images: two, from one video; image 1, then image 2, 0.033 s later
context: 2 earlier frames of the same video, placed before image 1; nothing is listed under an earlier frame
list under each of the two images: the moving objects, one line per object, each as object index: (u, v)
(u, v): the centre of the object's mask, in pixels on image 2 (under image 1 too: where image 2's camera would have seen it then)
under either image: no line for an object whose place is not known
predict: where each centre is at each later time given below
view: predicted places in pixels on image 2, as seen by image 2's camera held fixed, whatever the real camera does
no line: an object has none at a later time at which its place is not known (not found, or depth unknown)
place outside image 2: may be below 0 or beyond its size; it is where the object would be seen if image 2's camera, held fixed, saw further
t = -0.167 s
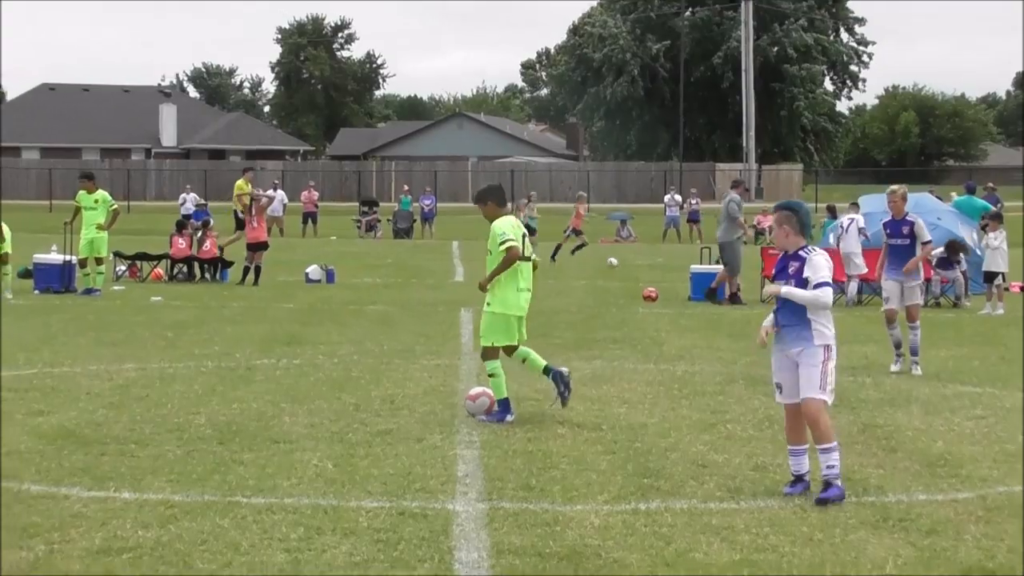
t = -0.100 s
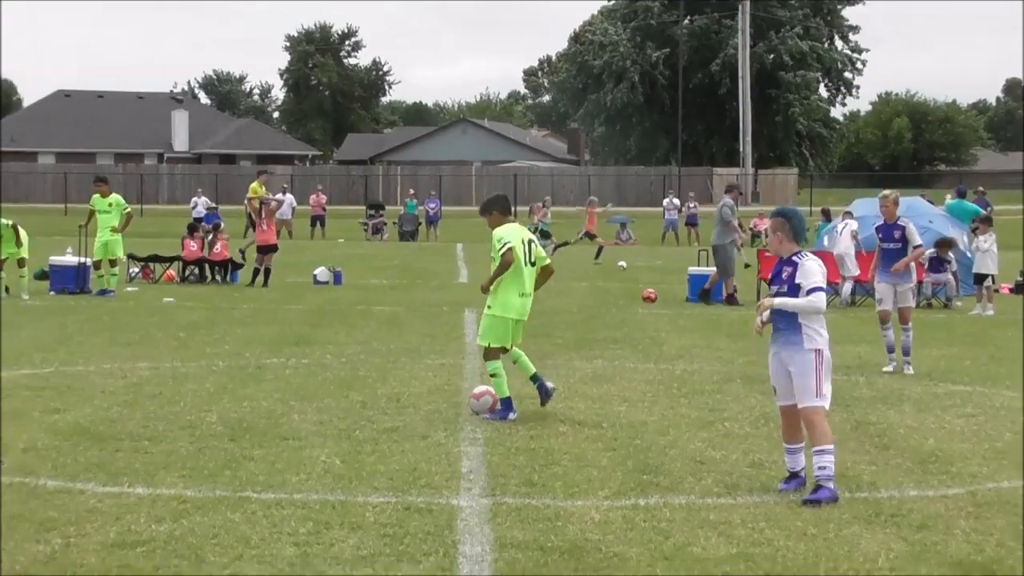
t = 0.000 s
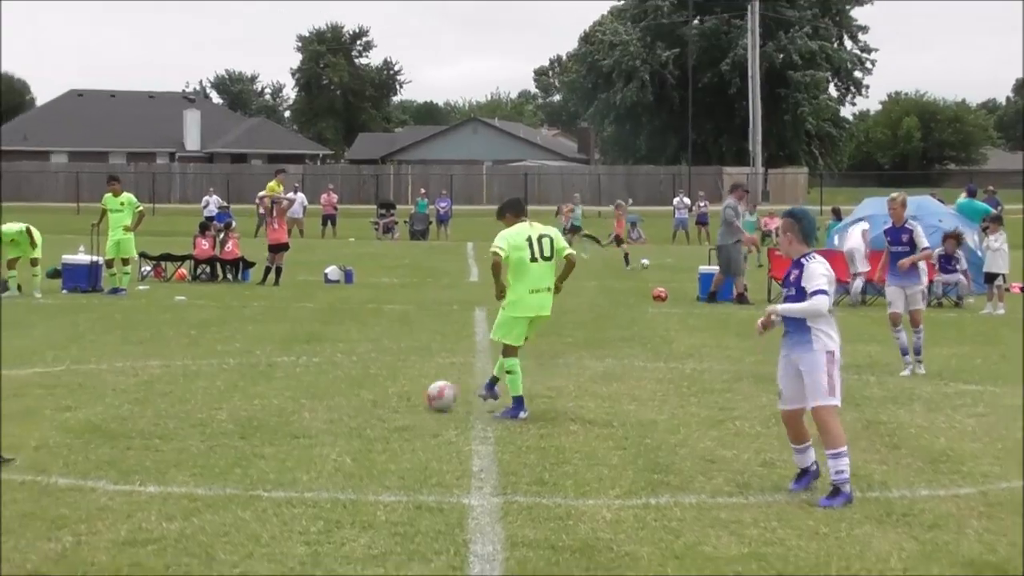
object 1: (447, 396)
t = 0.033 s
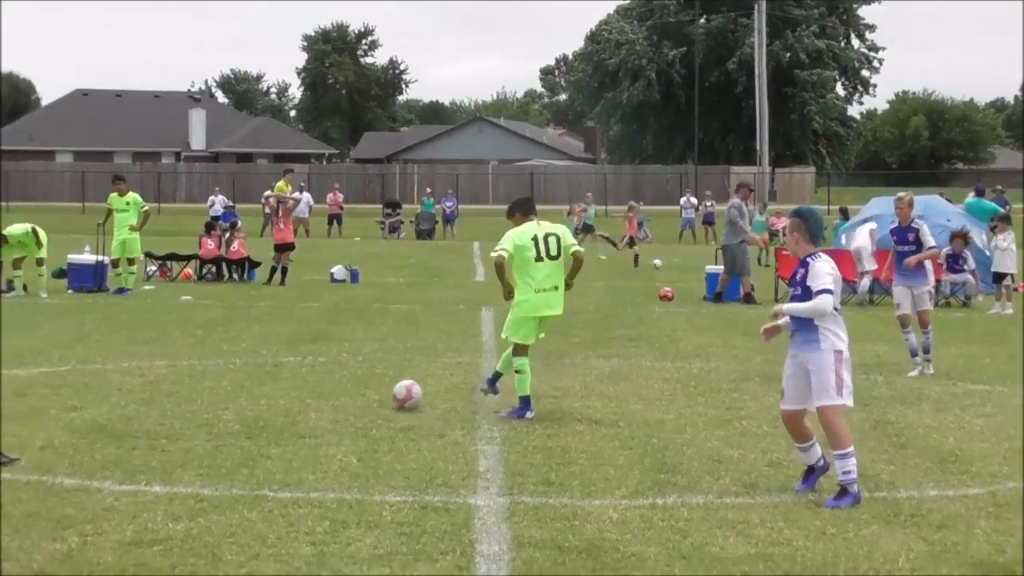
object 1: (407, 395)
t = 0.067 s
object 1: (369, 394)
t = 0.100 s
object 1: (333, 394)
